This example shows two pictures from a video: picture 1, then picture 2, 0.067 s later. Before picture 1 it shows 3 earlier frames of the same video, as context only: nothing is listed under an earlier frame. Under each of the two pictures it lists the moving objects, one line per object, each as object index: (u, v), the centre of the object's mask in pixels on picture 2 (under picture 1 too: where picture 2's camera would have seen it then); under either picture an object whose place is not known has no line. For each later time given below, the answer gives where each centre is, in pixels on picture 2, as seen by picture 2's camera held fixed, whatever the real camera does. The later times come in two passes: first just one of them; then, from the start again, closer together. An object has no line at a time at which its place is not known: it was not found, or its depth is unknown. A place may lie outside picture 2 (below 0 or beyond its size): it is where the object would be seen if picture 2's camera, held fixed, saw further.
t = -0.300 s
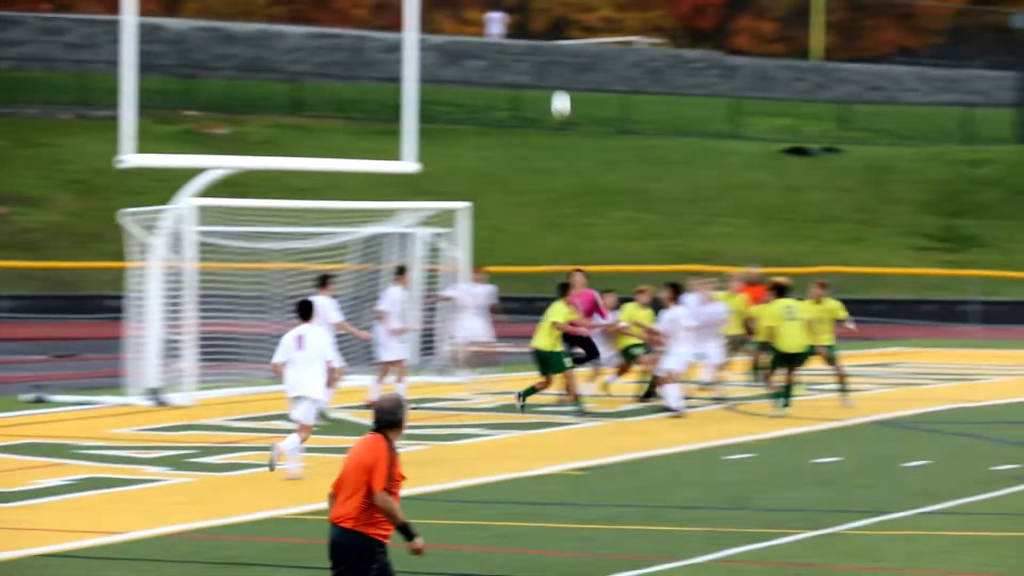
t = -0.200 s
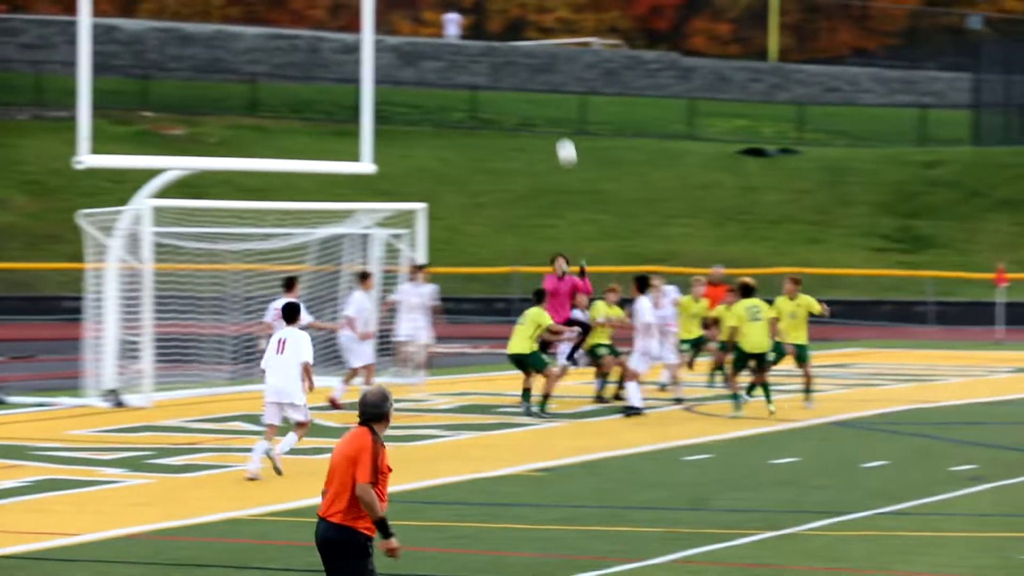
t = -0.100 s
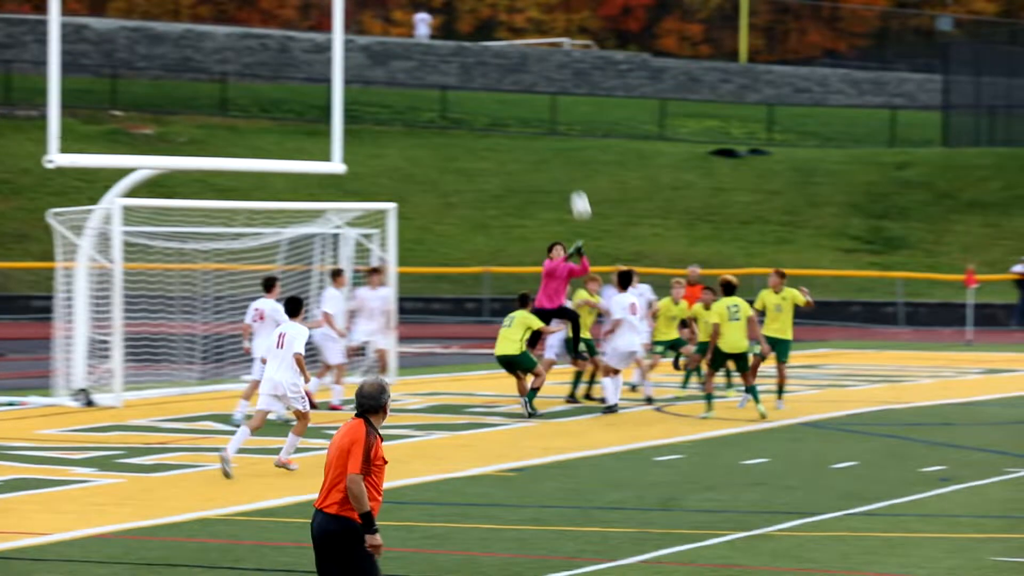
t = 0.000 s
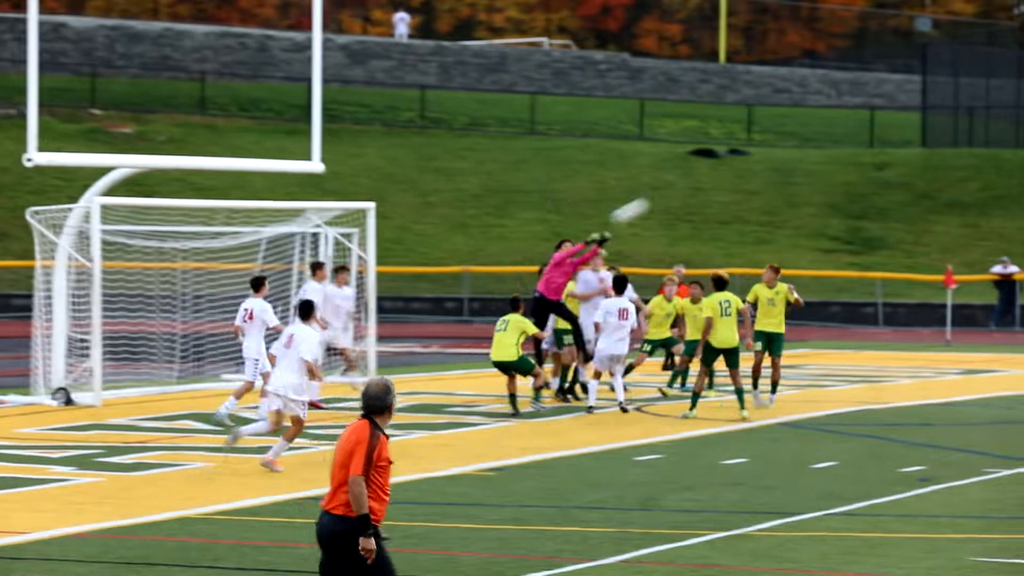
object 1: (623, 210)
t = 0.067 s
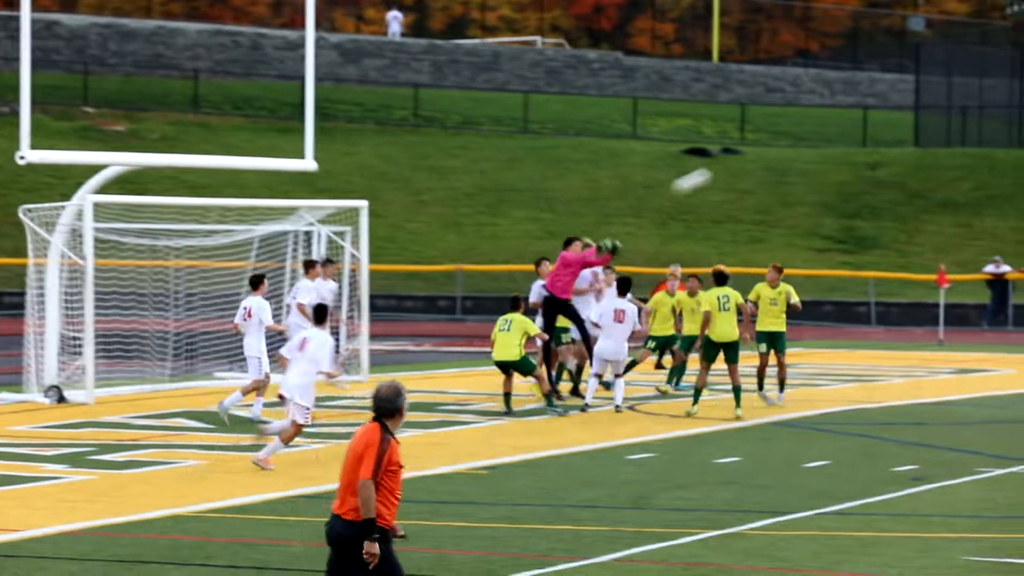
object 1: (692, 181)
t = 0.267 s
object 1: (903, 116)
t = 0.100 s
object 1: (726, 168)
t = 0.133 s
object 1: (762, 155)
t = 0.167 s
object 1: (798, 144)
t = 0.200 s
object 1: (831, 135)
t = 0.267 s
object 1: (903, 116)
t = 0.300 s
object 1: (939, 110)
